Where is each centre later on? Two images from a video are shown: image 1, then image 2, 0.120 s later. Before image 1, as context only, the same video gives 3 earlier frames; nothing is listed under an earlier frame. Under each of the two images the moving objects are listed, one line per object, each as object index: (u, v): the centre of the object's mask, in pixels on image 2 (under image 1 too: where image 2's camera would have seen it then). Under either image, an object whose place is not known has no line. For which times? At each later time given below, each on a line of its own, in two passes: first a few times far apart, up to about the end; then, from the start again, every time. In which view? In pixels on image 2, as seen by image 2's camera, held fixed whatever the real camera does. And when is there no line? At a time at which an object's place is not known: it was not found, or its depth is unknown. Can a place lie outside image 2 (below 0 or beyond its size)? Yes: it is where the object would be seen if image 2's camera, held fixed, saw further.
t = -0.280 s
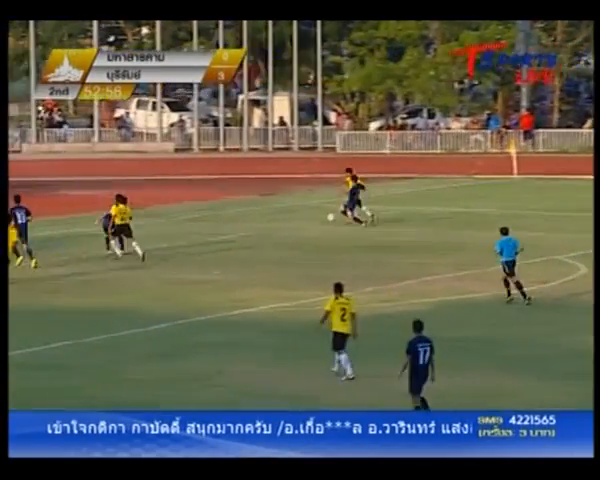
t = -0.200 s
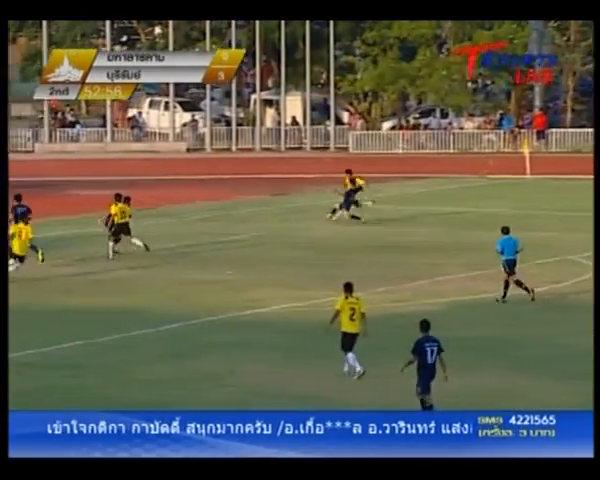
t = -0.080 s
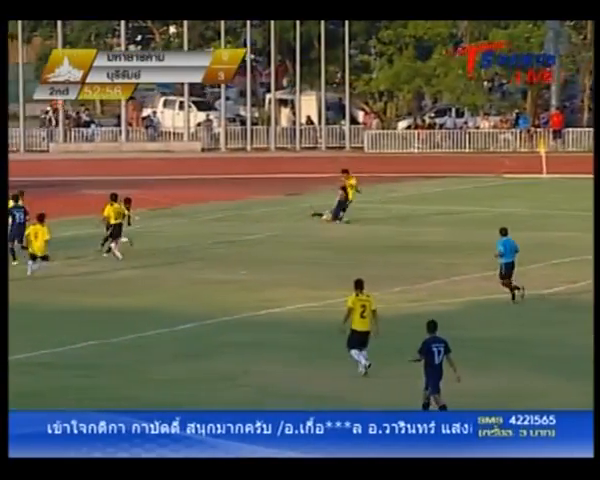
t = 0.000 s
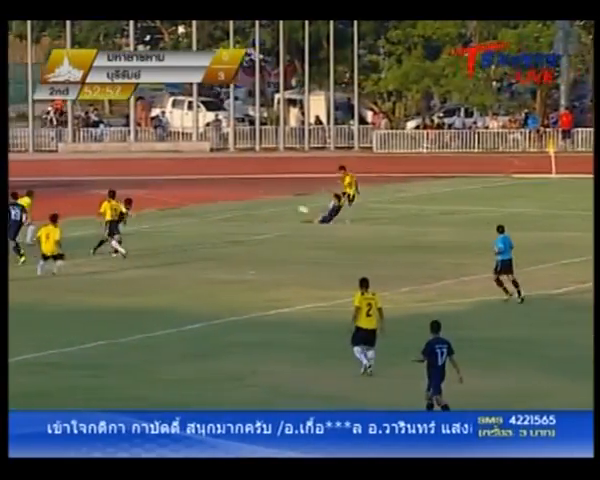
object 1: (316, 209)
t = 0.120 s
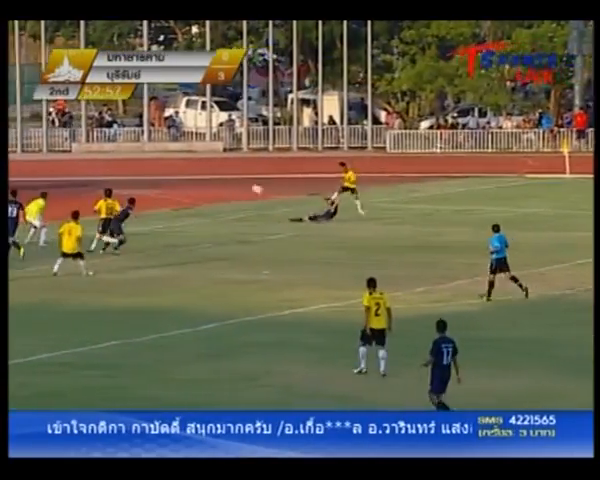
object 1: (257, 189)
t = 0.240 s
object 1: (196, 174)
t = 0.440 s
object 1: (94, 164)
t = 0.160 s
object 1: (237, 184)
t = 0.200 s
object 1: (217, 178)
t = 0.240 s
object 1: (196, 174)
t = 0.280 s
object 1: (176, 171)
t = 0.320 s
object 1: (155, 167)
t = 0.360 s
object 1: (134, 166)
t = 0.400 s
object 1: (114, 164)
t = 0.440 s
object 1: (94, 164)
